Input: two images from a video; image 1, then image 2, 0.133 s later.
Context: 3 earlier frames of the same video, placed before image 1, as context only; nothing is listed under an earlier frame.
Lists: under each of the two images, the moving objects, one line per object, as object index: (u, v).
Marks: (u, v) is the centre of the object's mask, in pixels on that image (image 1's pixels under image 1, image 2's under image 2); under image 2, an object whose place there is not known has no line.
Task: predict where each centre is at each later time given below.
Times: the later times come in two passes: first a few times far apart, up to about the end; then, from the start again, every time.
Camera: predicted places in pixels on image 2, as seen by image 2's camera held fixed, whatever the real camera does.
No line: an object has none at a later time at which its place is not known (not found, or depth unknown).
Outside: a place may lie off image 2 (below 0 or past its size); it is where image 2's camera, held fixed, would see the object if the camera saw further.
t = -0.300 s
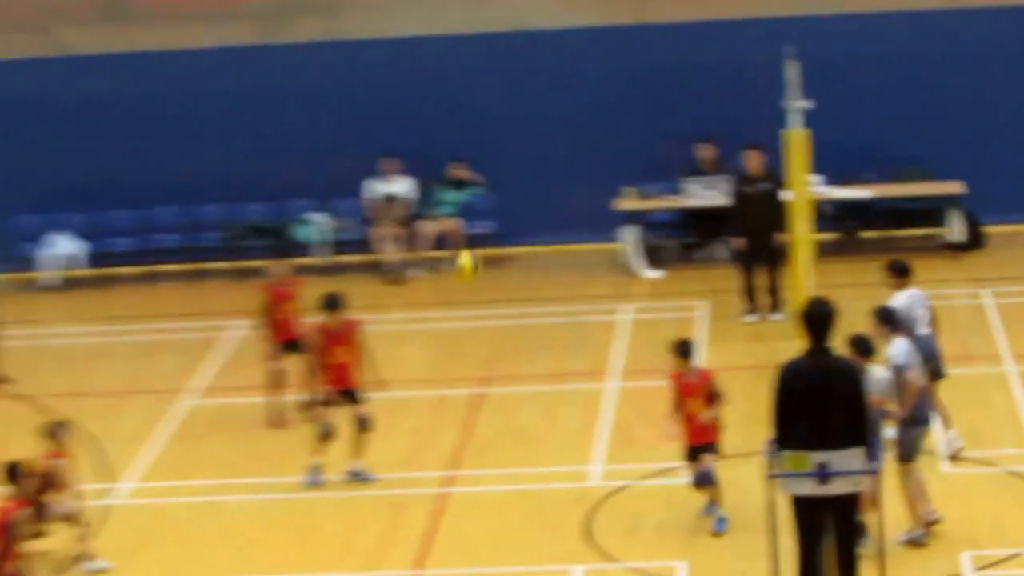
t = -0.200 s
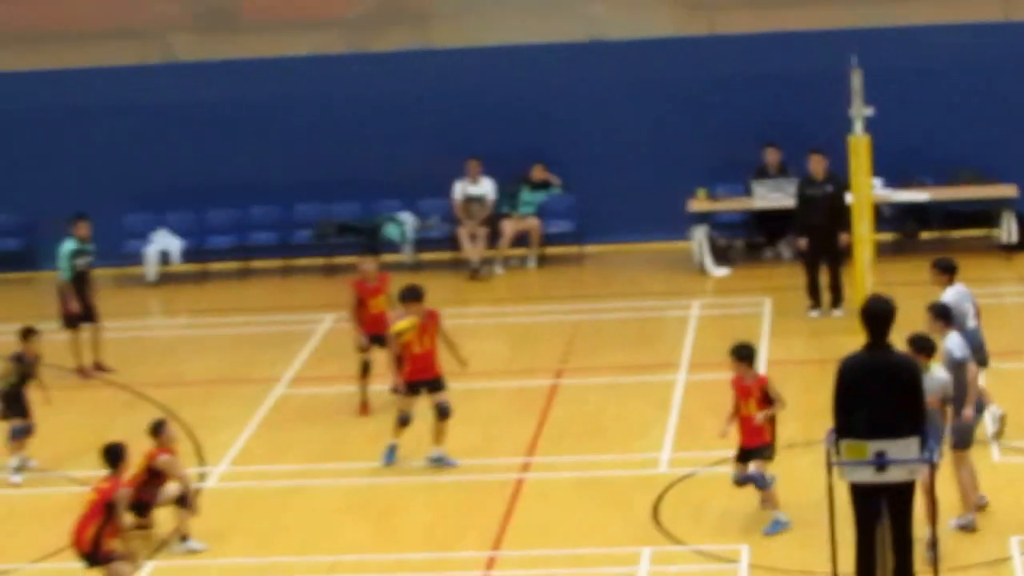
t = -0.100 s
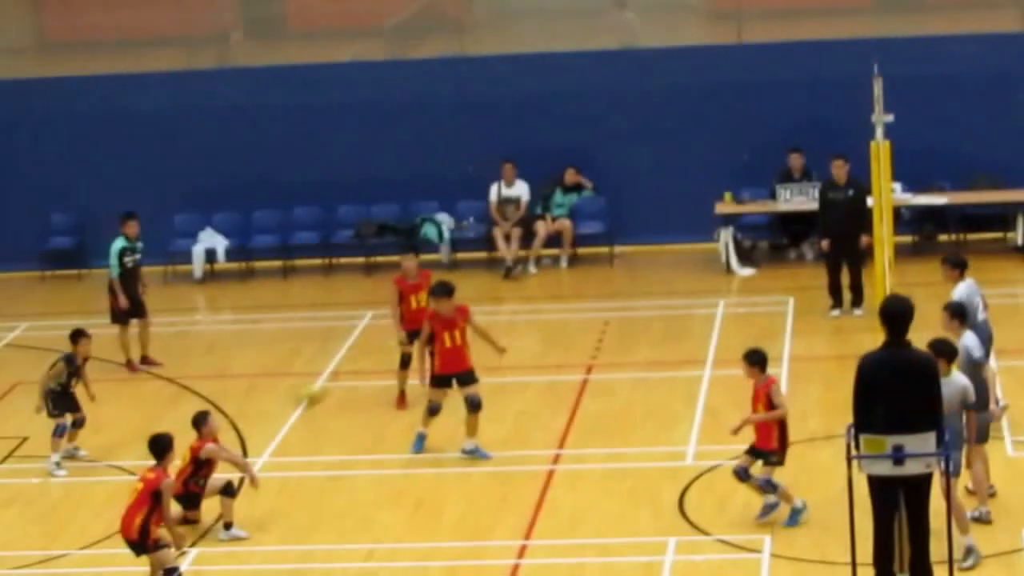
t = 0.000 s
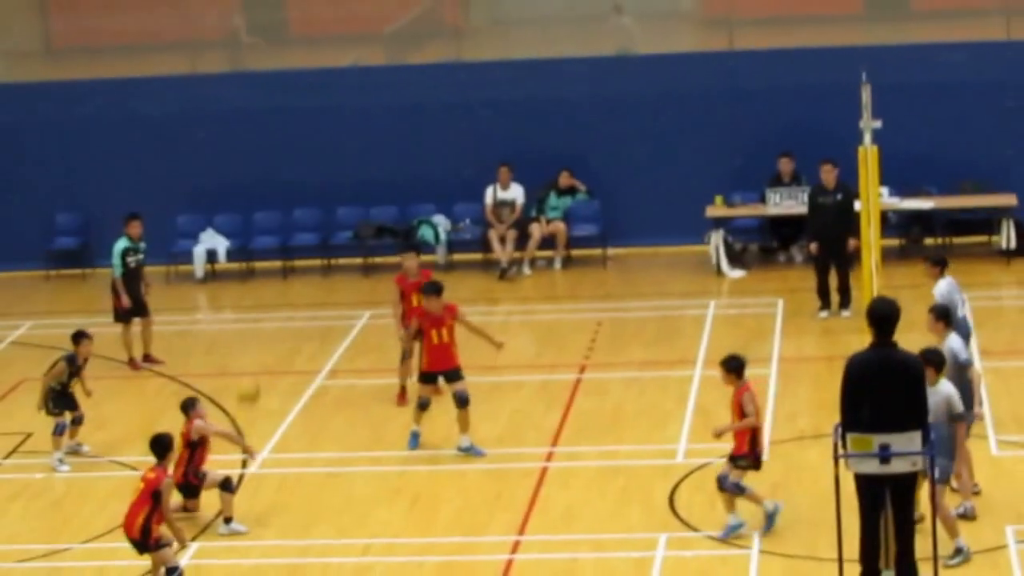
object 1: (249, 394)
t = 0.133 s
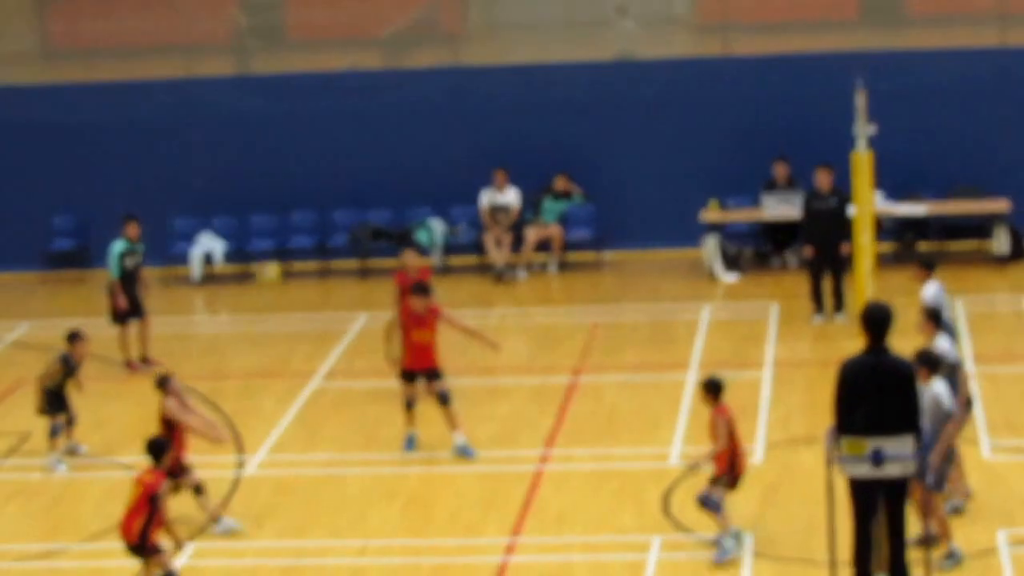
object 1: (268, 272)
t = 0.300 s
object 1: (300, 160)
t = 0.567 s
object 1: (354, 40)
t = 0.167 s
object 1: (277, 250)
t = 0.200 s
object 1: (283, 225)
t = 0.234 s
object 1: (288, 201)
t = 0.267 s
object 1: (294, 181)
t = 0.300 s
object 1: (300, 160)
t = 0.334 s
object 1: (306, 141)
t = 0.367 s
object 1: (313, 123)
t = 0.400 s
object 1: (321, 106)
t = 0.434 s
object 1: (328, 91)
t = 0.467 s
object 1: (335, 76)
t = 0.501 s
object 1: (341, 63)
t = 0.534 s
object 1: (347, 51)
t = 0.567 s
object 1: (354, 40)
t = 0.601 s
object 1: (360, 32)
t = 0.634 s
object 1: (368, 24)
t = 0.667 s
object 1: (375, 18)
